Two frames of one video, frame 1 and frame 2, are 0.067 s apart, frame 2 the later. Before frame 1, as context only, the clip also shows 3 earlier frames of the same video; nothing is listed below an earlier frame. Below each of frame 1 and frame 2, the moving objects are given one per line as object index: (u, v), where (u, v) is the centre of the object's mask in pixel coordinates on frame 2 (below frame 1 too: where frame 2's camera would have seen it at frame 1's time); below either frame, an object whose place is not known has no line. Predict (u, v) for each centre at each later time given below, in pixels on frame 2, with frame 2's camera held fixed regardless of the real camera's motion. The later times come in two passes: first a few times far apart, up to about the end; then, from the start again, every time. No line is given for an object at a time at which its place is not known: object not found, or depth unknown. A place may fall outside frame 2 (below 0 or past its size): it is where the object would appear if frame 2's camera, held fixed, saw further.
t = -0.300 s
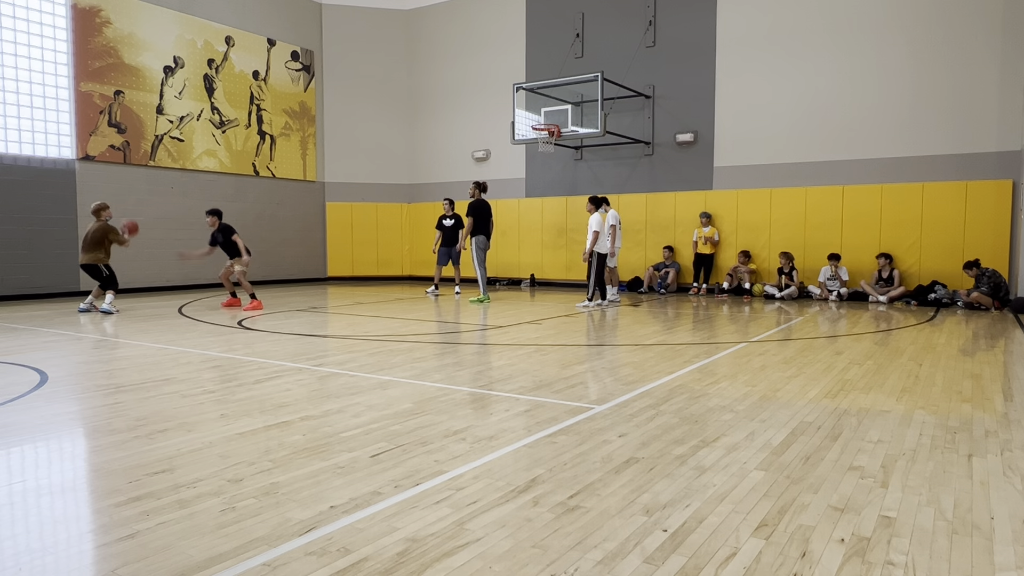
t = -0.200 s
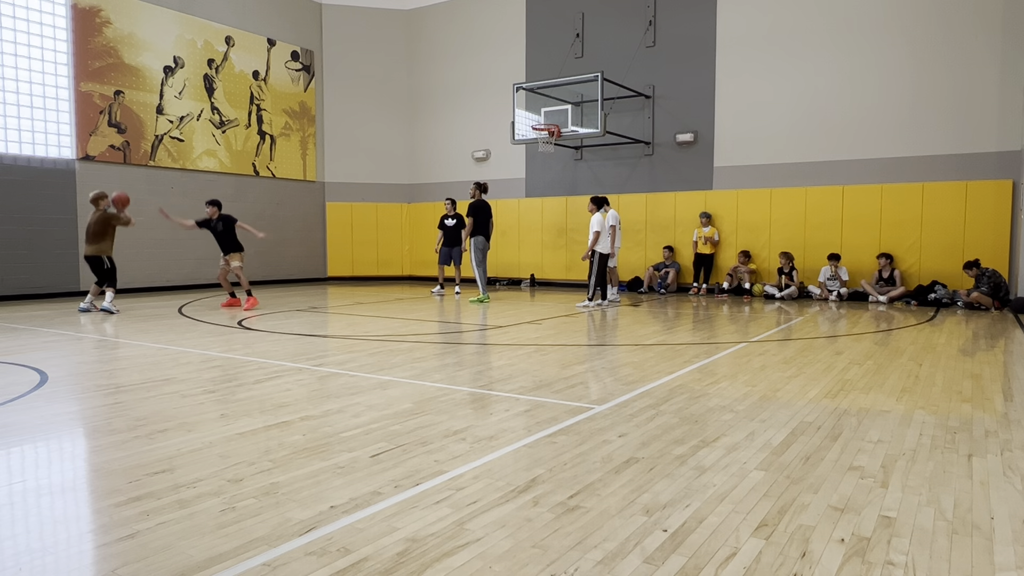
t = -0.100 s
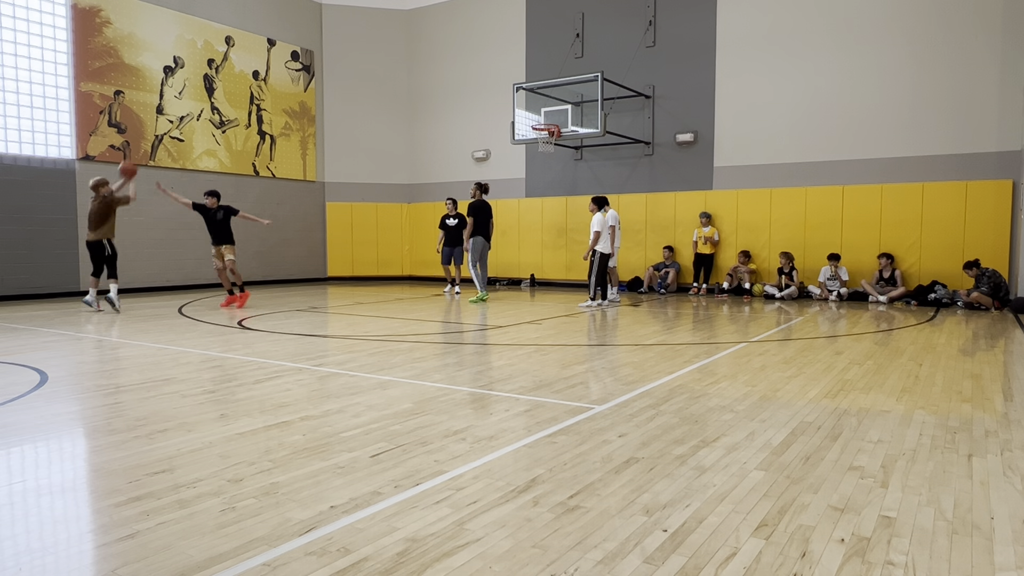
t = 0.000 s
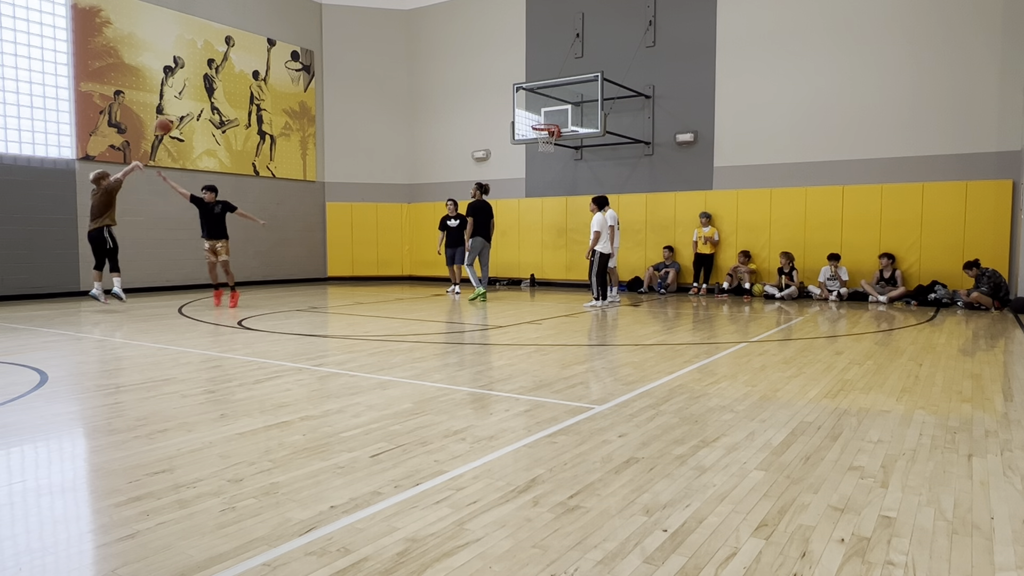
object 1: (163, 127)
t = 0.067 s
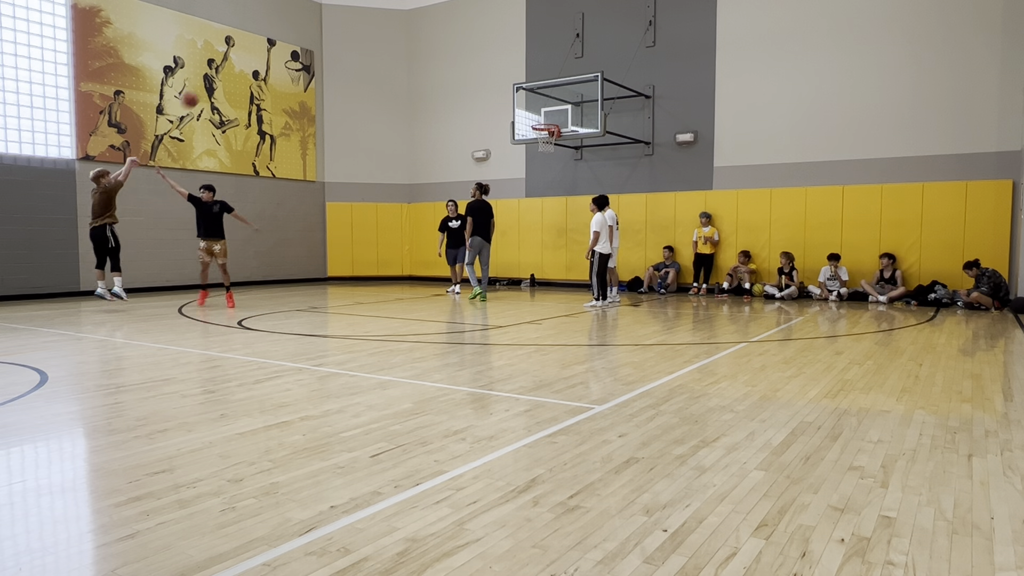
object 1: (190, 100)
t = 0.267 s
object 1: (265, 43)
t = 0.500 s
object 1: (344, 13)
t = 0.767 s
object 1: (426, 21)
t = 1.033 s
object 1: (501, 69)
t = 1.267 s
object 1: (551, 110)
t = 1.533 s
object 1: (557, 47)
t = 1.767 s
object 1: (563, 23)
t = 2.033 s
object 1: (571, 36)
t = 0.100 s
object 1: (204, 87)
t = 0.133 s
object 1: (215, 77)
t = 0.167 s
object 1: (227, 68)
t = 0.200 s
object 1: (239, 59)
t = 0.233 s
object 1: (252, 51)
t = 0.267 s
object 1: (265, 43)
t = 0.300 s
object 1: (276, 37)
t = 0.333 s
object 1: (288, 31)
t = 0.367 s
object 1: (299, 26)
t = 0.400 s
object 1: (310, 21)
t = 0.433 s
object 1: (321, 18)
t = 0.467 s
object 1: (332, 15)
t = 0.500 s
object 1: (344, 13)
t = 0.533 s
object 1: (354, 12)
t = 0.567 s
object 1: (365, 11)
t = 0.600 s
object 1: (375, 11)
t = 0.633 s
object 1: (386, 12)
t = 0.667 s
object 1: (396, 13)
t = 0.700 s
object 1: (406, 16)
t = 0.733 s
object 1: (416, 18)
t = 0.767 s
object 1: (426, 21)
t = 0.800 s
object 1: (436, 25)
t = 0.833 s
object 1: (446, 30)
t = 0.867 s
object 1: (455, 35)
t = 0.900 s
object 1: (465, 41)
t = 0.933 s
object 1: (474, 47)
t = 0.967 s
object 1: (483, 53)
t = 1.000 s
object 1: (492, 61)
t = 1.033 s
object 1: (501, 69)
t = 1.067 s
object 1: (510, 77)
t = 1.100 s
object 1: (518, 86)
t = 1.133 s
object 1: (527, 95)
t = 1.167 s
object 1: (536, 105)
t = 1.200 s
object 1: (544, 116)
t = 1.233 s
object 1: (550, 118)
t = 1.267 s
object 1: (551, 110)
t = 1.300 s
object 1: (551, 100)
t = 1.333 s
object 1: (552, 91)
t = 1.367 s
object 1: (553, 82)
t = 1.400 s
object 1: (554, 74)
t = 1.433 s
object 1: (555, 66)
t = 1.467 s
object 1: (555, 59)
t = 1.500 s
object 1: (556, 52)
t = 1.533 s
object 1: (557, 47)
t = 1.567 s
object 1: (558, 42)
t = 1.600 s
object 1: (559, 37)
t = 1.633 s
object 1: (560, 33)
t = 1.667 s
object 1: (561, 29)
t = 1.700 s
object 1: (561, 26)
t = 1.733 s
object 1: (562, 24)
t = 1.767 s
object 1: (563, 23)
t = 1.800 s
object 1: (564, 22)
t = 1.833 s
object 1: (565, 22)
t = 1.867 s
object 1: (566, 22)
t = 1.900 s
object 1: (567, 24)
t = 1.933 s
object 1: (568, 26)
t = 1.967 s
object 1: (569, 29)
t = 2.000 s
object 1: (570, 32)
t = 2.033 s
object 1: (571, 36)
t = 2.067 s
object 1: (572, 42)
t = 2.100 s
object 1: (572, 47)
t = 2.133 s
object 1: (573, 54)
